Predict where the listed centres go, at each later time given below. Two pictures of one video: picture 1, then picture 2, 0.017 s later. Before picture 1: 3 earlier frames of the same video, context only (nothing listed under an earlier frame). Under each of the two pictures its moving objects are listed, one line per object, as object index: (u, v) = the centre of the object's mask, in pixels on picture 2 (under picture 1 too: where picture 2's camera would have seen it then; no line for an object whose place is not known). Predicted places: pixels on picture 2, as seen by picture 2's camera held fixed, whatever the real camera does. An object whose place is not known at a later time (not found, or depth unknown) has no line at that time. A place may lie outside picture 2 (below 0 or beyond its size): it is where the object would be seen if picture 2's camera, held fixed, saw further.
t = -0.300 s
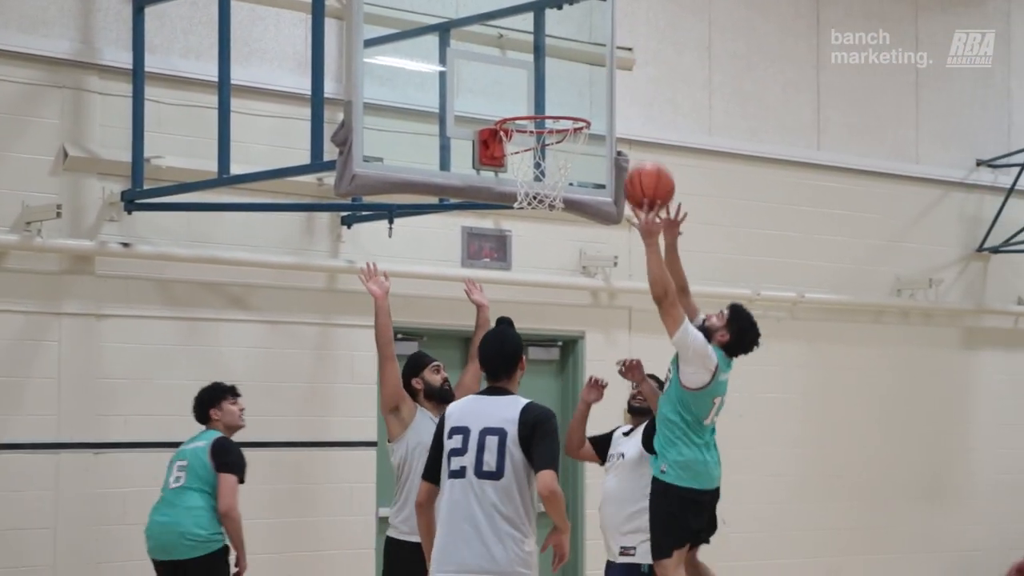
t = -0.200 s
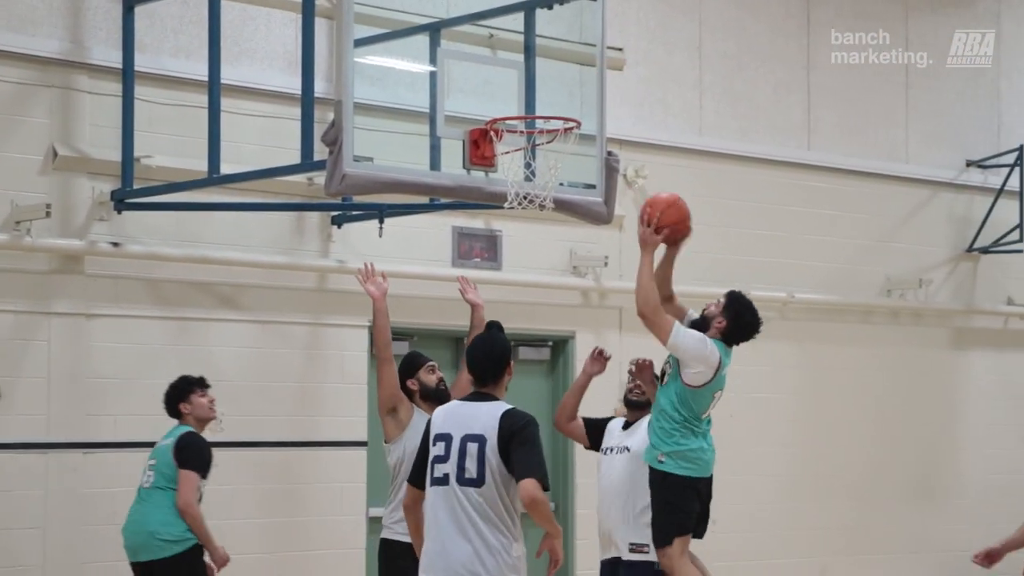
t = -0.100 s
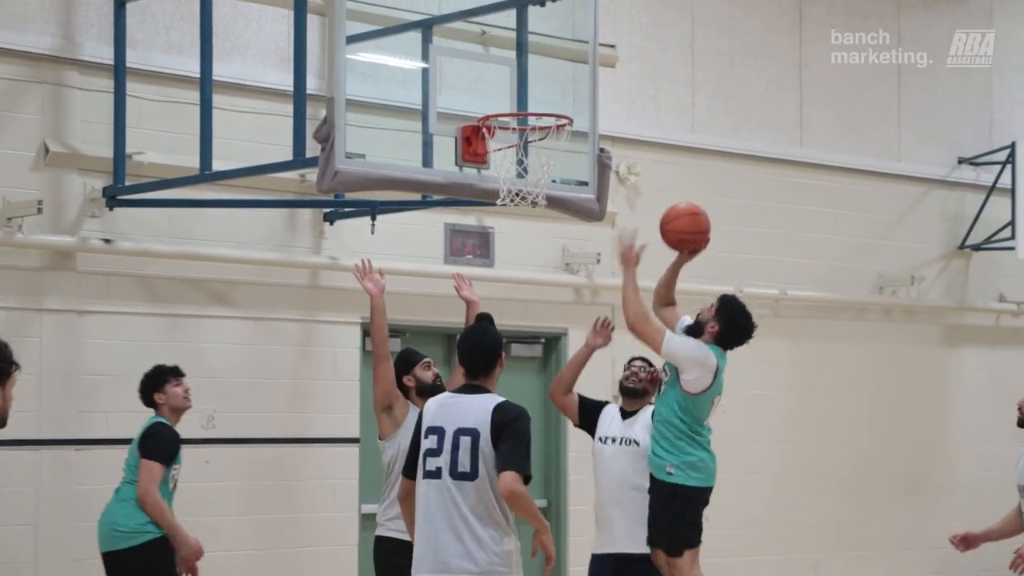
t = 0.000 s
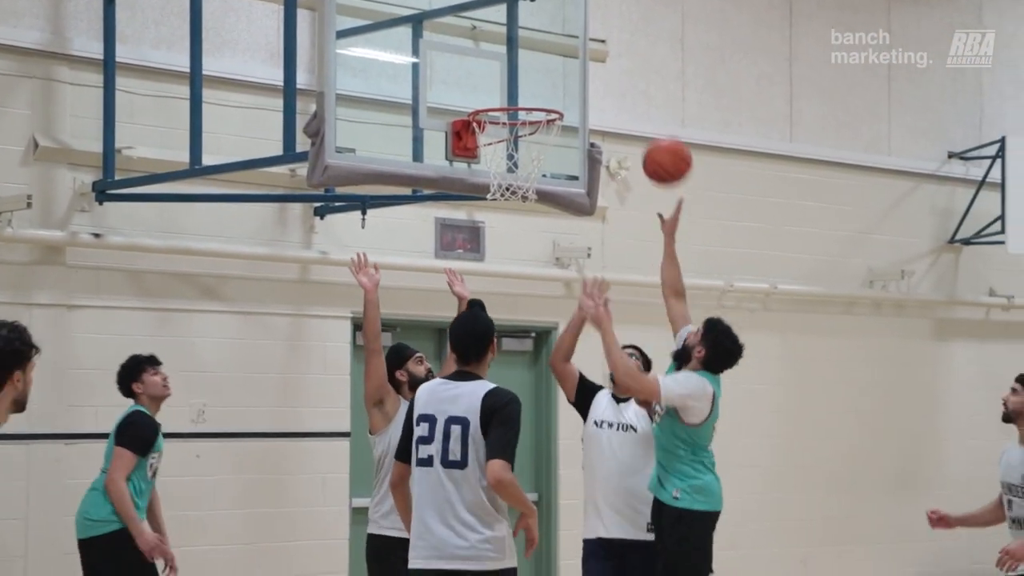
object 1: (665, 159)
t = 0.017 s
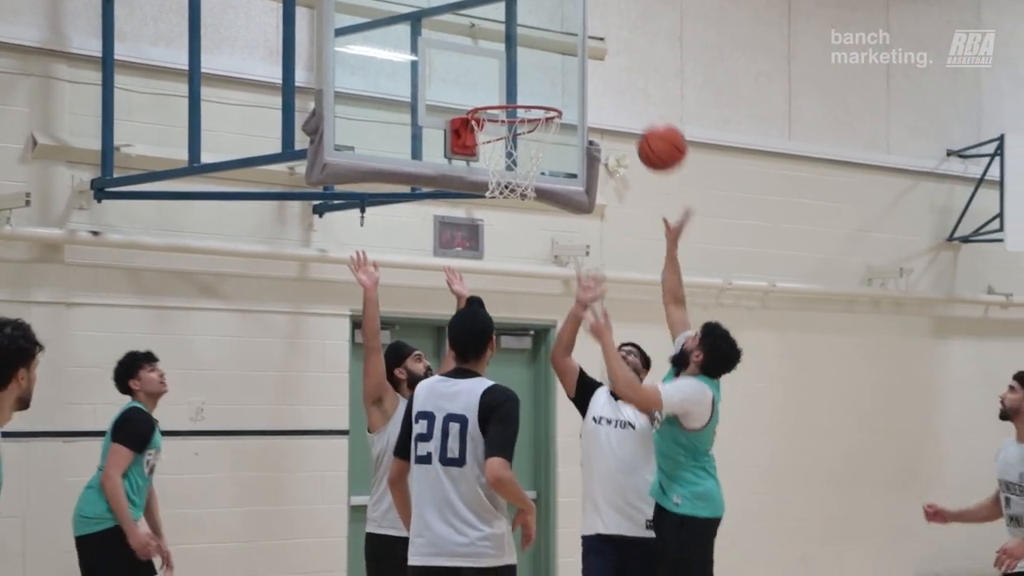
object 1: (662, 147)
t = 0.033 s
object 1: (658, 136)
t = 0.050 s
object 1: (655, 126)
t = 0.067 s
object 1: (651, 117)
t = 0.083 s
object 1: (648, 107)
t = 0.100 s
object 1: (644, 99)
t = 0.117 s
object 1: (641, 90)
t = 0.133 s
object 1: (637, 83)
